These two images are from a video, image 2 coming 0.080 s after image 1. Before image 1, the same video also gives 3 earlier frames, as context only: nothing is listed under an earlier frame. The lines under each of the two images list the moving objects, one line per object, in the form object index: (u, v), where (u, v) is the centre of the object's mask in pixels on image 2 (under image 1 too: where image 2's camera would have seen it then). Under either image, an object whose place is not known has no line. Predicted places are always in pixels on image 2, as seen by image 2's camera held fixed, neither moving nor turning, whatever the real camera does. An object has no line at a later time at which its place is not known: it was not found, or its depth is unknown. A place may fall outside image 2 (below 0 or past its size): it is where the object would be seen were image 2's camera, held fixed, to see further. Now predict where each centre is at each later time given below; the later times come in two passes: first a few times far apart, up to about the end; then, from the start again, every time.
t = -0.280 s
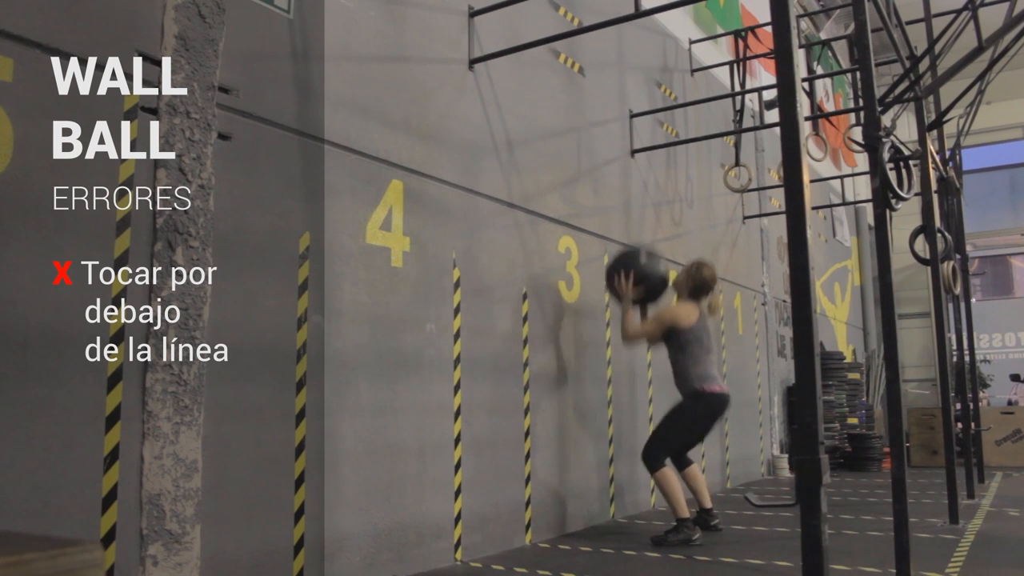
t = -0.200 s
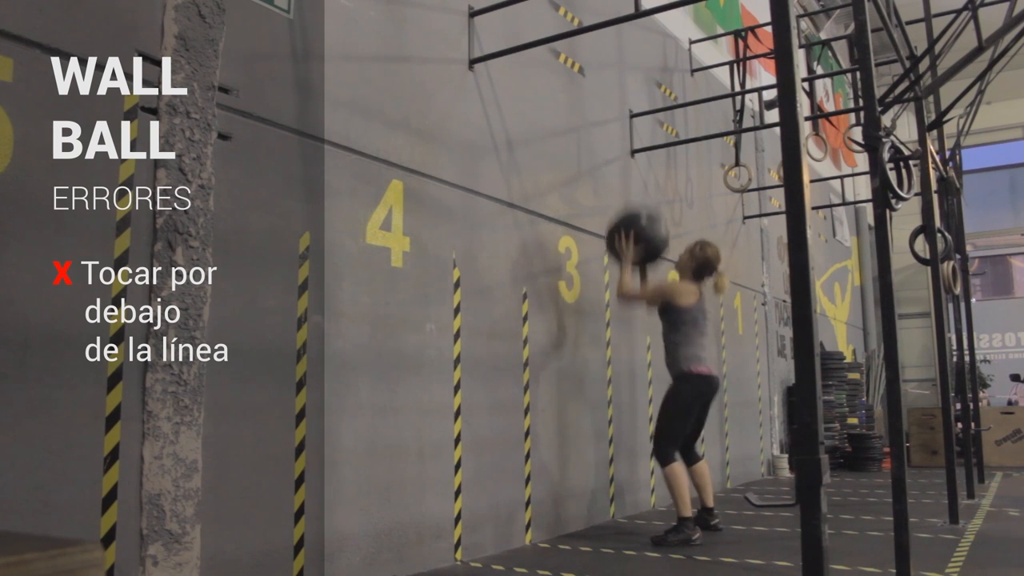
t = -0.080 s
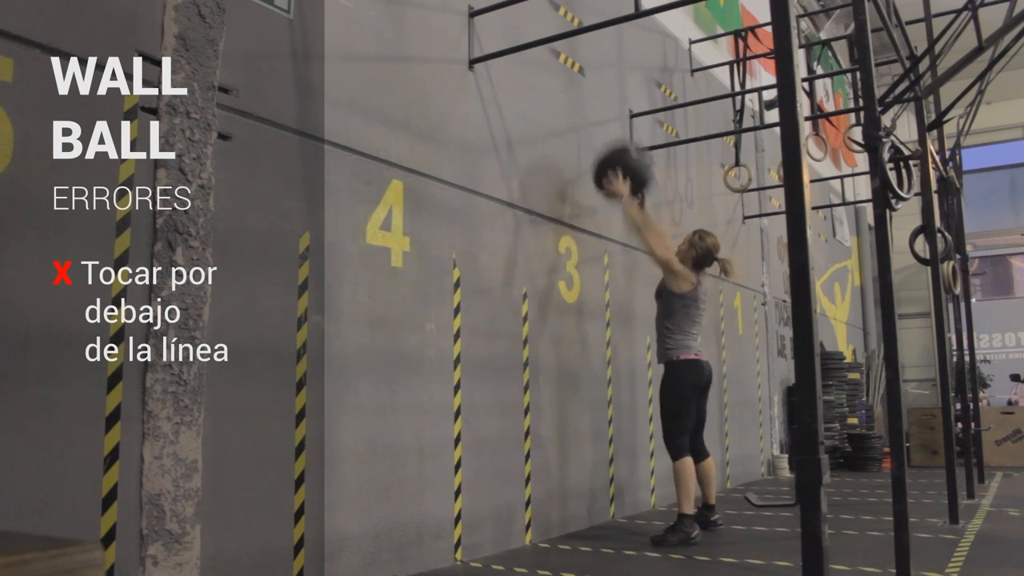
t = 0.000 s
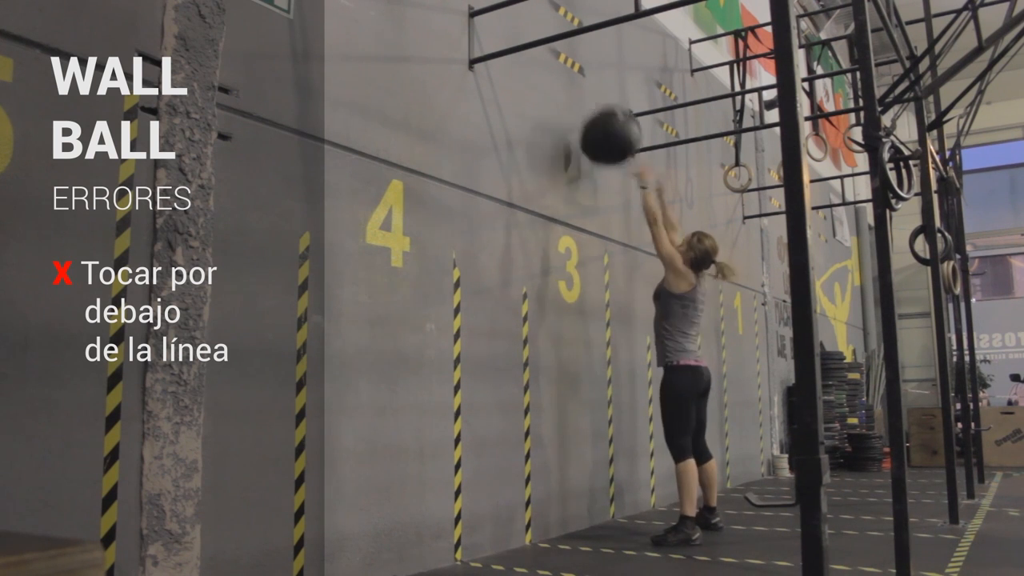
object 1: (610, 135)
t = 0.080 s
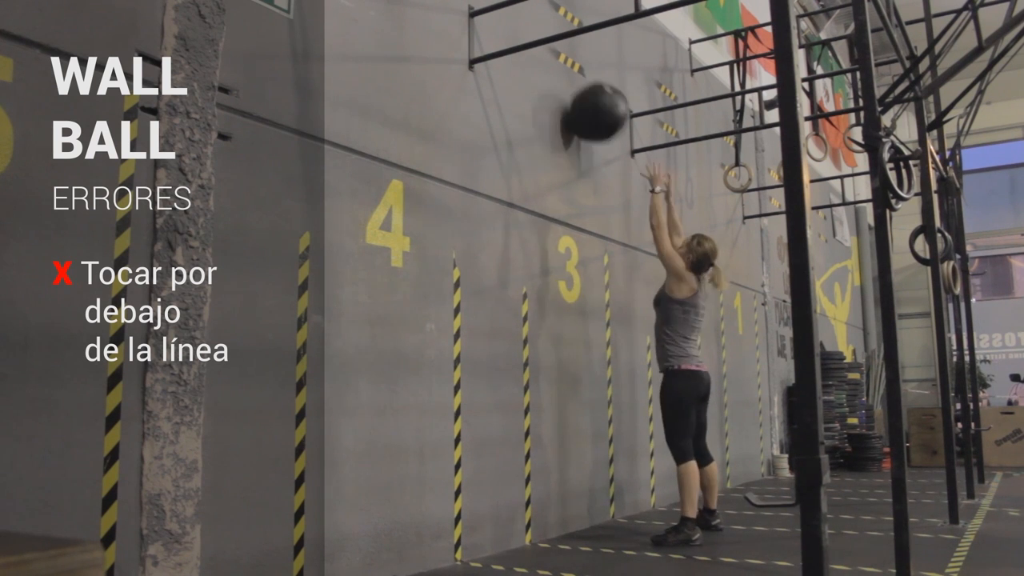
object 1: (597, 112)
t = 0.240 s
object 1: (600, 93)
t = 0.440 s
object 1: (617, 122)
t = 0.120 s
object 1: (592, 105)
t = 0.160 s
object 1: (592, 100)
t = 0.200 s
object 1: (596, 95)
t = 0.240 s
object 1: (600, 93)
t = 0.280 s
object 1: (603, 94)
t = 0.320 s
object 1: (607, 97)
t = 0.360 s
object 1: (610, 103)
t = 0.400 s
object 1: (613, 110)
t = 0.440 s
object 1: (617, 122)
